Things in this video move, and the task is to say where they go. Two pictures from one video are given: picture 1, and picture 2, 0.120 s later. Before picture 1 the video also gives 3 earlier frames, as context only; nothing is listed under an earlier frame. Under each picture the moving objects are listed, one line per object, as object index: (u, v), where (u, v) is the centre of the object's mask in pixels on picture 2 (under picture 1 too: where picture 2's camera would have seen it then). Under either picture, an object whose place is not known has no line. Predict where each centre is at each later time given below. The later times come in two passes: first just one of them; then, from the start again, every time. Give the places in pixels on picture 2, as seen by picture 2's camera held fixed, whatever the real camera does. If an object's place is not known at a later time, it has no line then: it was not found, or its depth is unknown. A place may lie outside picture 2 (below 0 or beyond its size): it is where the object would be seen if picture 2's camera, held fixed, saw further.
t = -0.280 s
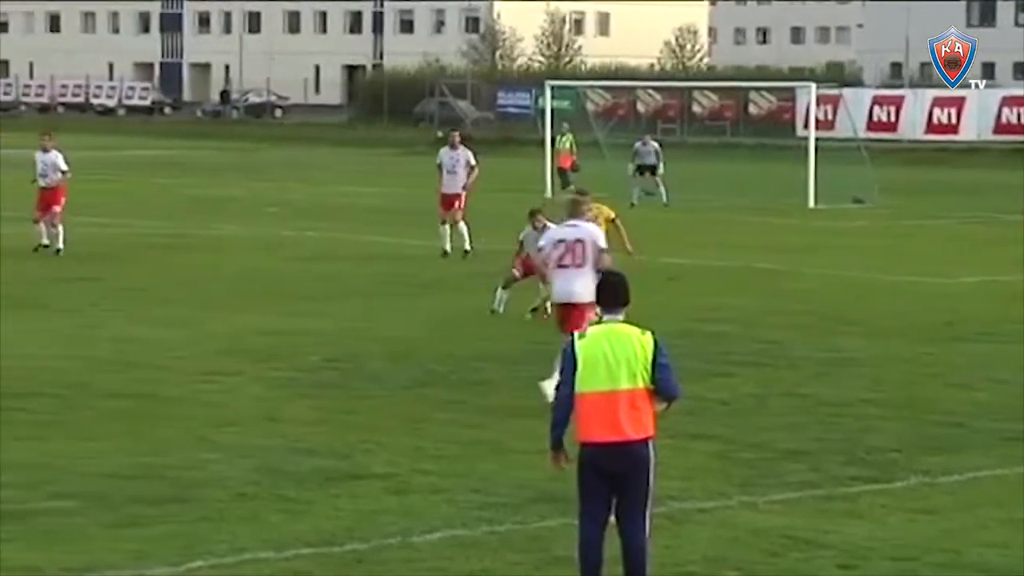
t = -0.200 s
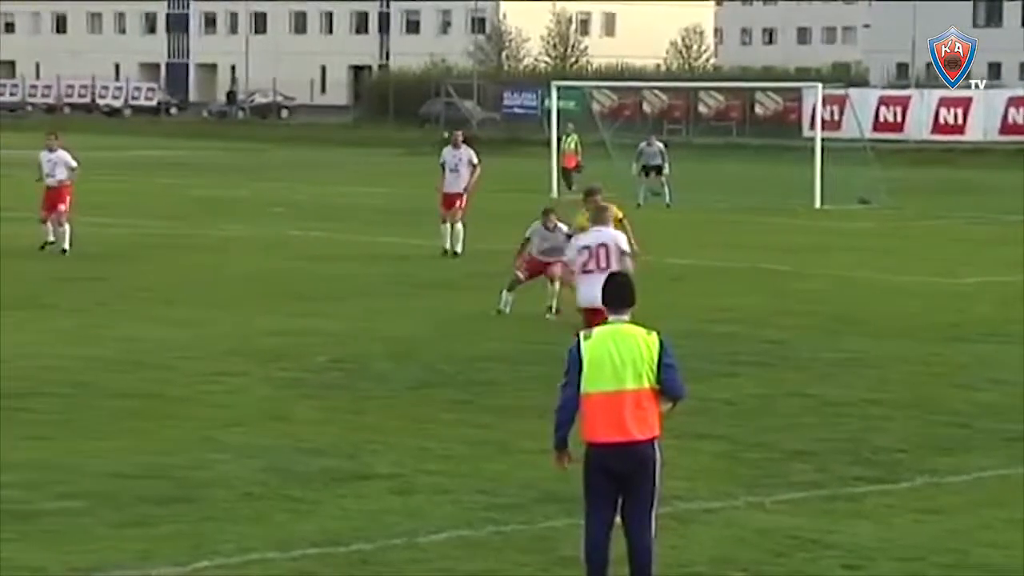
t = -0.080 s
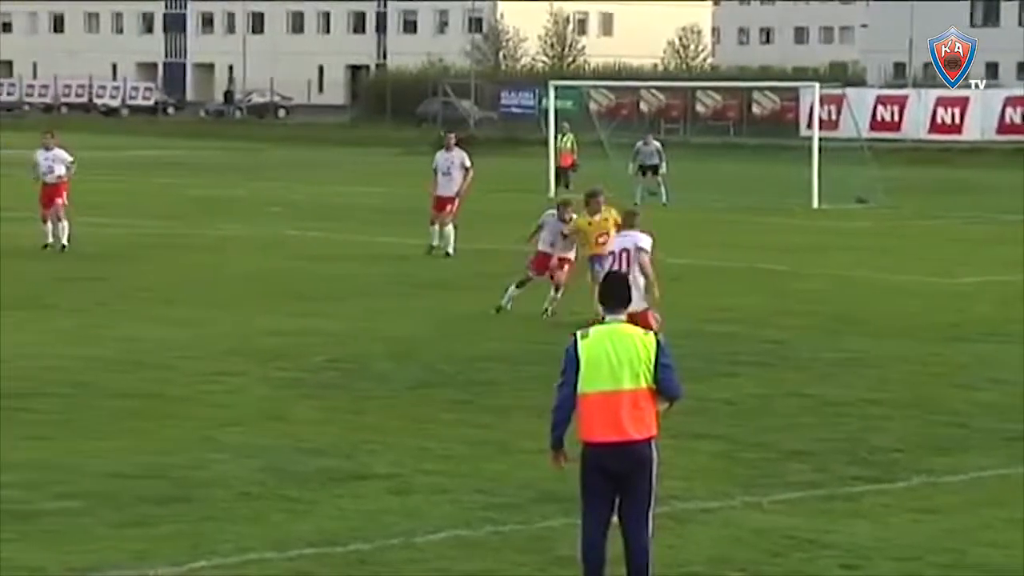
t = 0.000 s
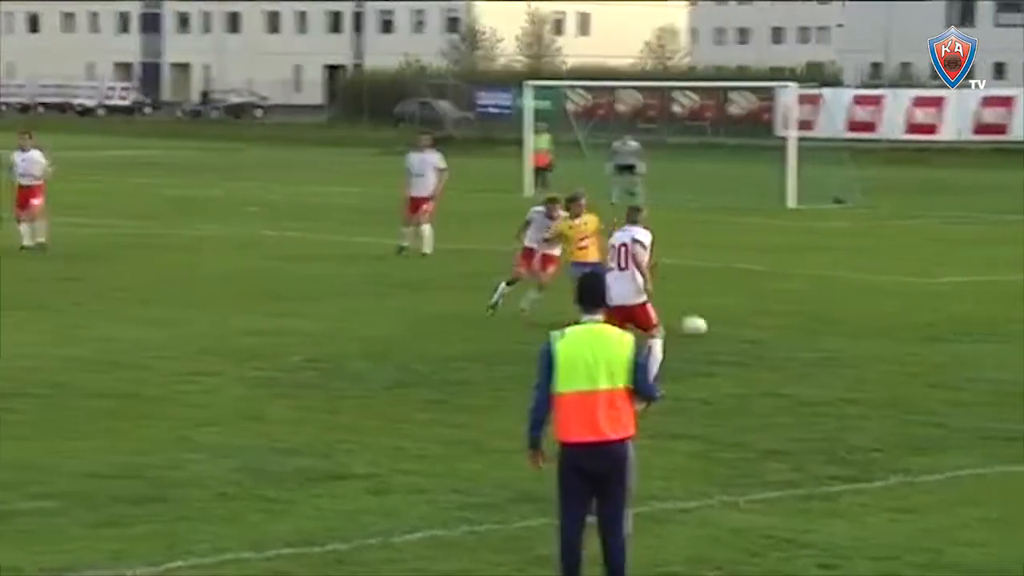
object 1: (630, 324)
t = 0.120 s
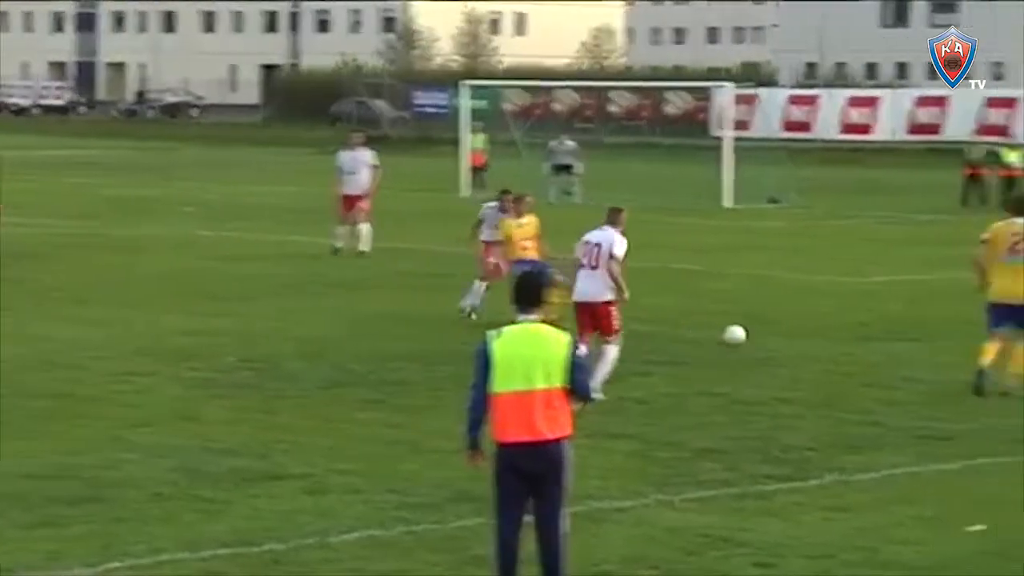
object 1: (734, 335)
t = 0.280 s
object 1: (856, 345)
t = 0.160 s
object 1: (765, 336)
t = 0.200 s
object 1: (795, 338)
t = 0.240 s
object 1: (827, 341)
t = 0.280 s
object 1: (856, 345)
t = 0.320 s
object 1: (882, 345)
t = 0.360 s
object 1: (906, 344)
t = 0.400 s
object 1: (929, 345)
